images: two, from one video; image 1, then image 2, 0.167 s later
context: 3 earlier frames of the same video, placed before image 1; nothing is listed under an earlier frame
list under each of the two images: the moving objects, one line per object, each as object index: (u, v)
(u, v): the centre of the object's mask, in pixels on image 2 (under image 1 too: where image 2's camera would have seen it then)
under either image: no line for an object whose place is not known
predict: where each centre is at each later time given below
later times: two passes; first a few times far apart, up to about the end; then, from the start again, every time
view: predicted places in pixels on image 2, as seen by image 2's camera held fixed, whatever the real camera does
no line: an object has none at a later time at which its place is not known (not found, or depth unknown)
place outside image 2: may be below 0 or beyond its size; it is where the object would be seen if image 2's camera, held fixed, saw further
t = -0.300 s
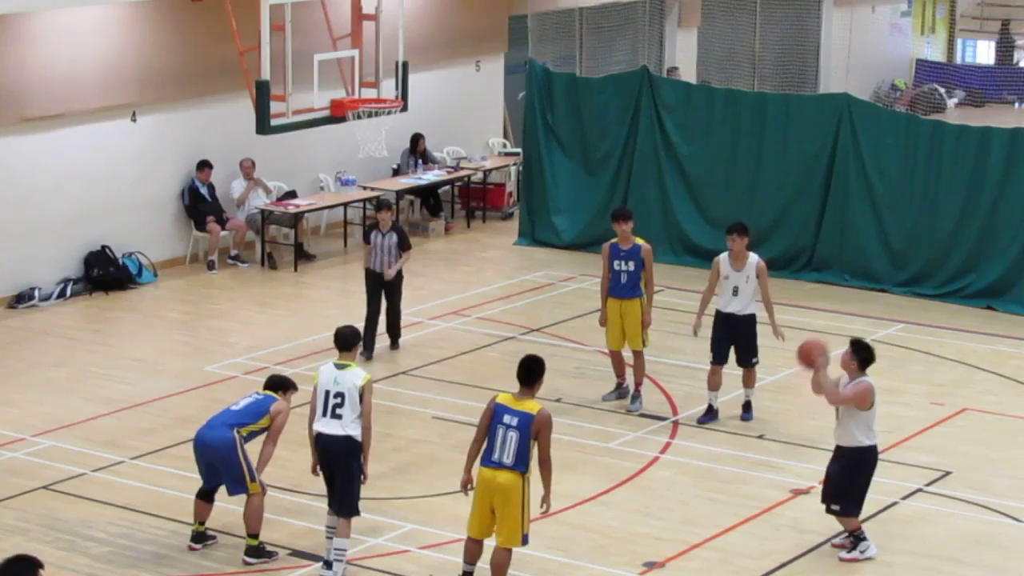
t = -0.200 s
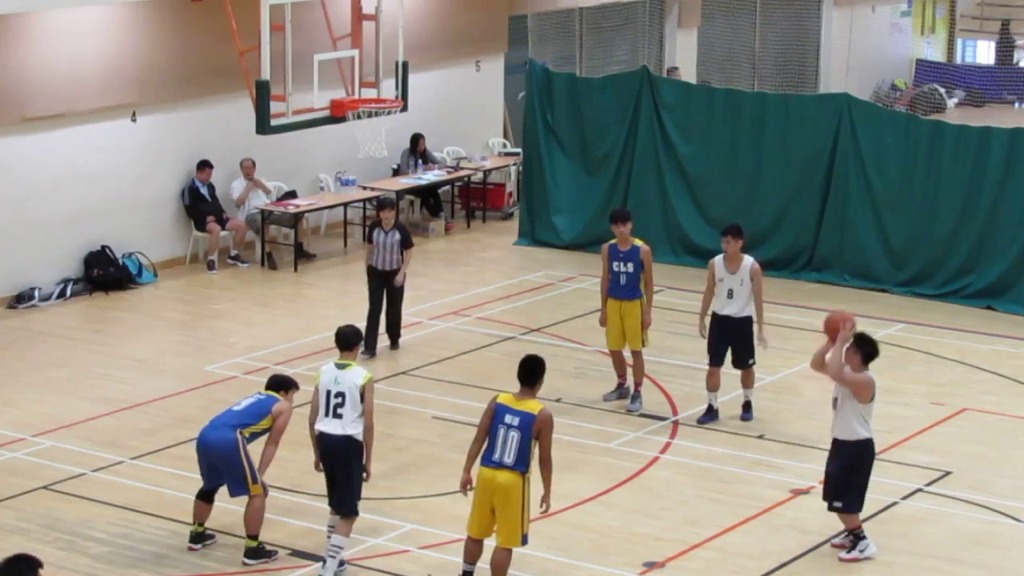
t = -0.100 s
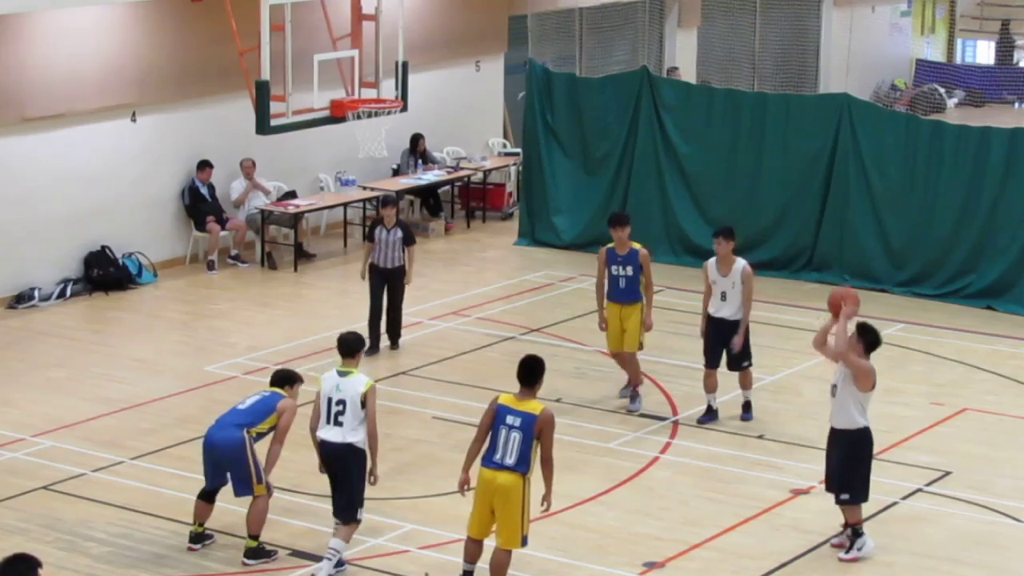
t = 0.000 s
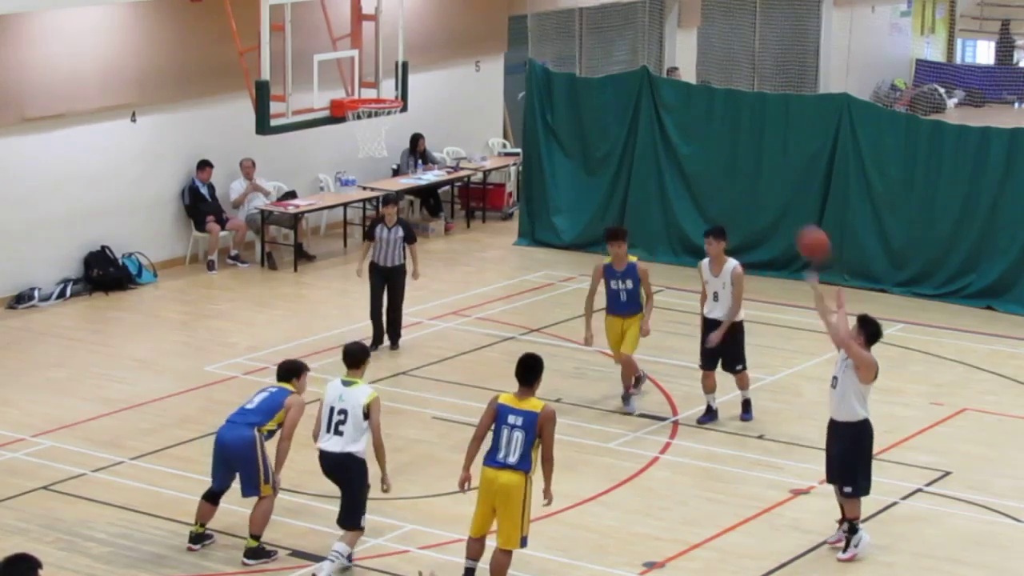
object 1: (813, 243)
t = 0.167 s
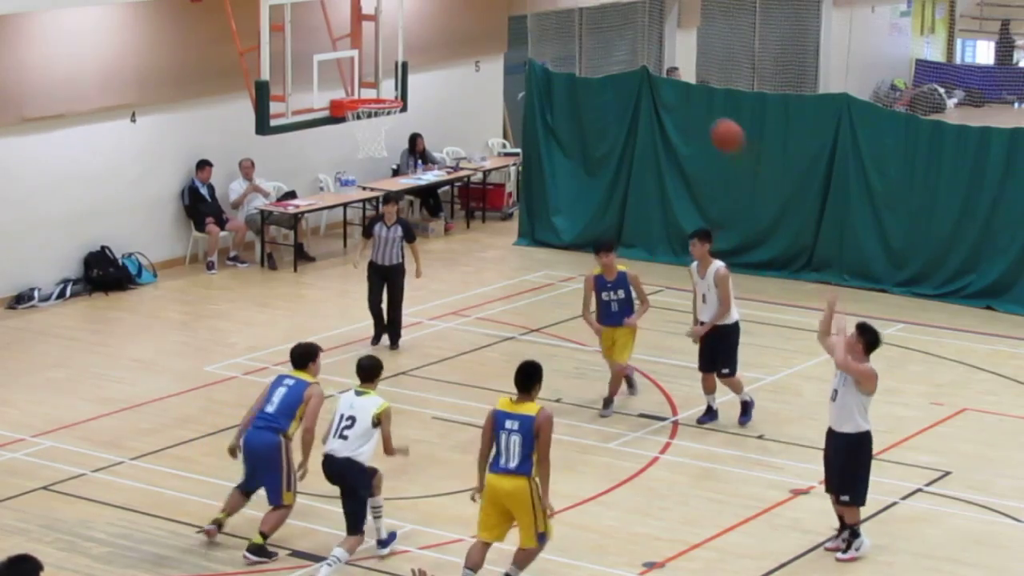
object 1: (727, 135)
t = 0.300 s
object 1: (660, 77)
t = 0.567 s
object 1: (533, 28)
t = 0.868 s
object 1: (398, 76)
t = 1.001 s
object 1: (352, 127)
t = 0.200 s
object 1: (710, 118)
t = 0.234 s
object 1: (694, 103)
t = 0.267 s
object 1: (677, 89)
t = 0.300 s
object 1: (660, 77)
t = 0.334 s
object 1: (644, 66)
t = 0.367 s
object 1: (628, 56)
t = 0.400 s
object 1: (611, 48)
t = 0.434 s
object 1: (595, 40)
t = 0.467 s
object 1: (579, 35)
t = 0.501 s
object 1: (564, 31)
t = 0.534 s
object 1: (548, 29)
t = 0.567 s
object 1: (533, 28)
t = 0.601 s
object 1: (517, 27)
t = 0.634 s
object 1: (501, 30)
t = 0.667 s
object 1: (485, 33)
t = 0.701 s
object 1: (471, 37)
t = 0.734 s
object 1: (456, 43)
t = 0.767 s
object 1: (441, 50)
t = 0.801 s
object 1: (426, 58)
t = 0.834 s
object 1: (413, 66)
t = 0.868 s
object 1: (398, 76)
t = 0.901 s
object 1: (385, 88)
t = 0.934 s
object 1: (371, 97)
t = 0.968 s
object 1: (359, 118)
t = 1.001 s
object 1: (352, 127)
